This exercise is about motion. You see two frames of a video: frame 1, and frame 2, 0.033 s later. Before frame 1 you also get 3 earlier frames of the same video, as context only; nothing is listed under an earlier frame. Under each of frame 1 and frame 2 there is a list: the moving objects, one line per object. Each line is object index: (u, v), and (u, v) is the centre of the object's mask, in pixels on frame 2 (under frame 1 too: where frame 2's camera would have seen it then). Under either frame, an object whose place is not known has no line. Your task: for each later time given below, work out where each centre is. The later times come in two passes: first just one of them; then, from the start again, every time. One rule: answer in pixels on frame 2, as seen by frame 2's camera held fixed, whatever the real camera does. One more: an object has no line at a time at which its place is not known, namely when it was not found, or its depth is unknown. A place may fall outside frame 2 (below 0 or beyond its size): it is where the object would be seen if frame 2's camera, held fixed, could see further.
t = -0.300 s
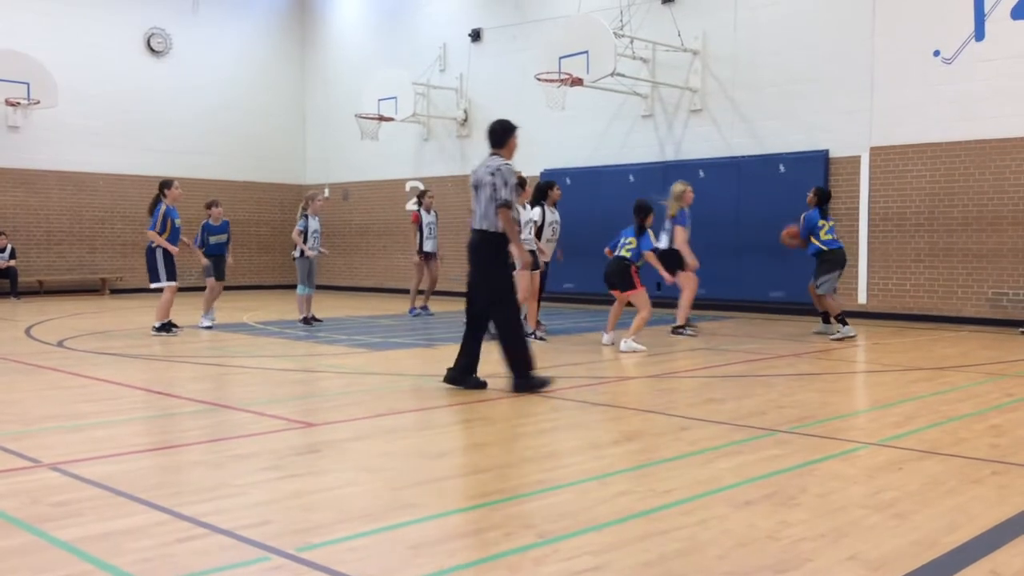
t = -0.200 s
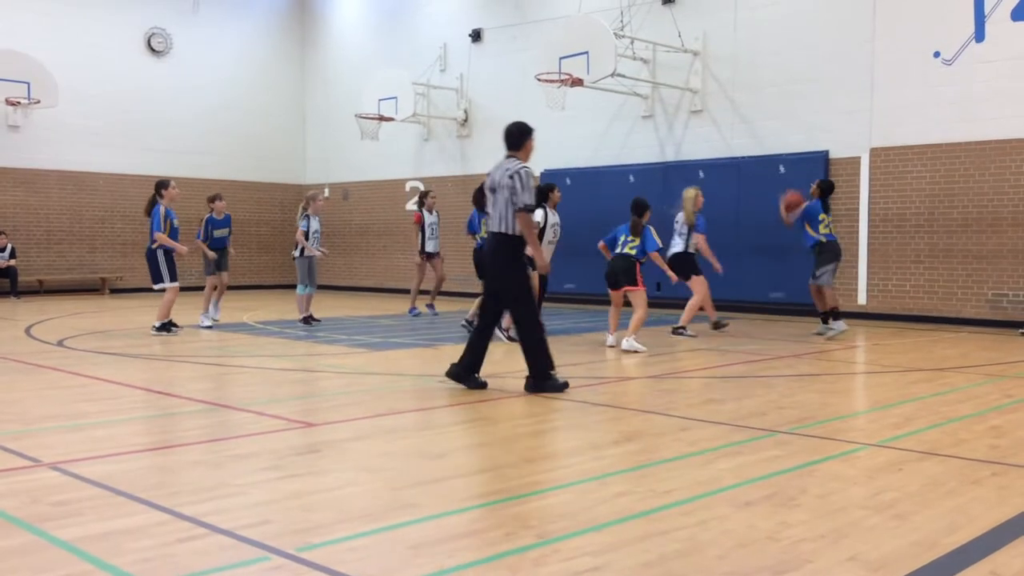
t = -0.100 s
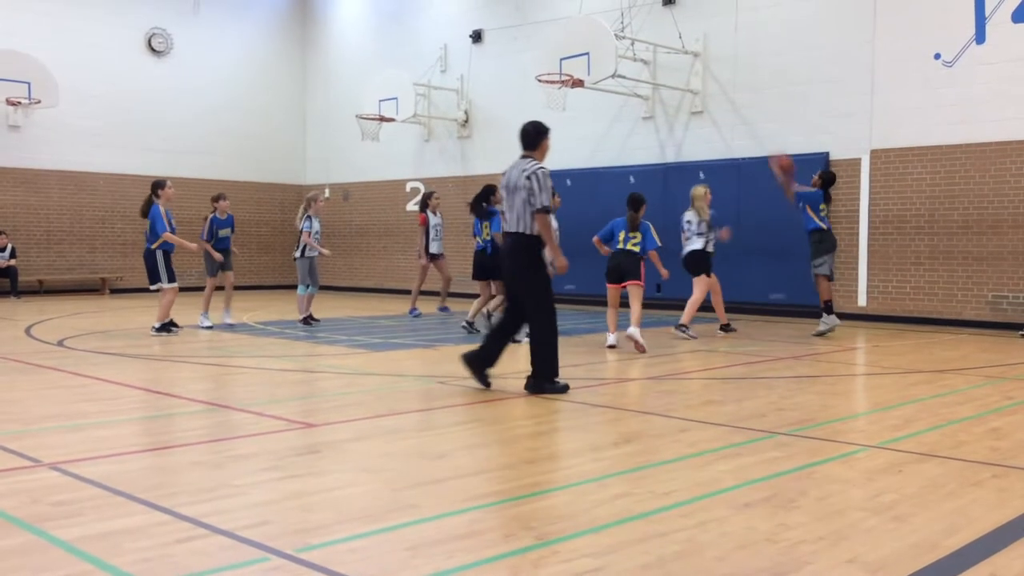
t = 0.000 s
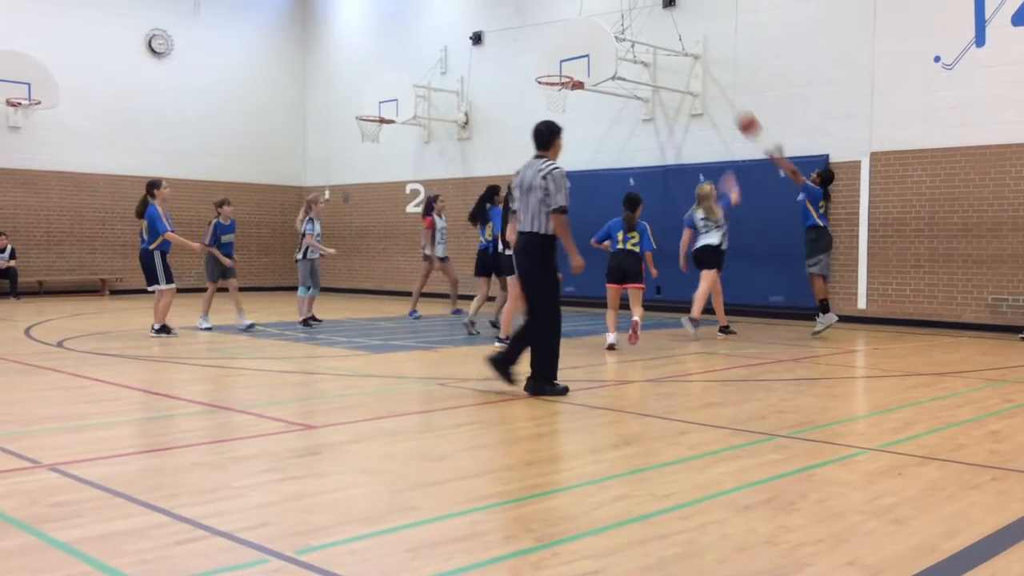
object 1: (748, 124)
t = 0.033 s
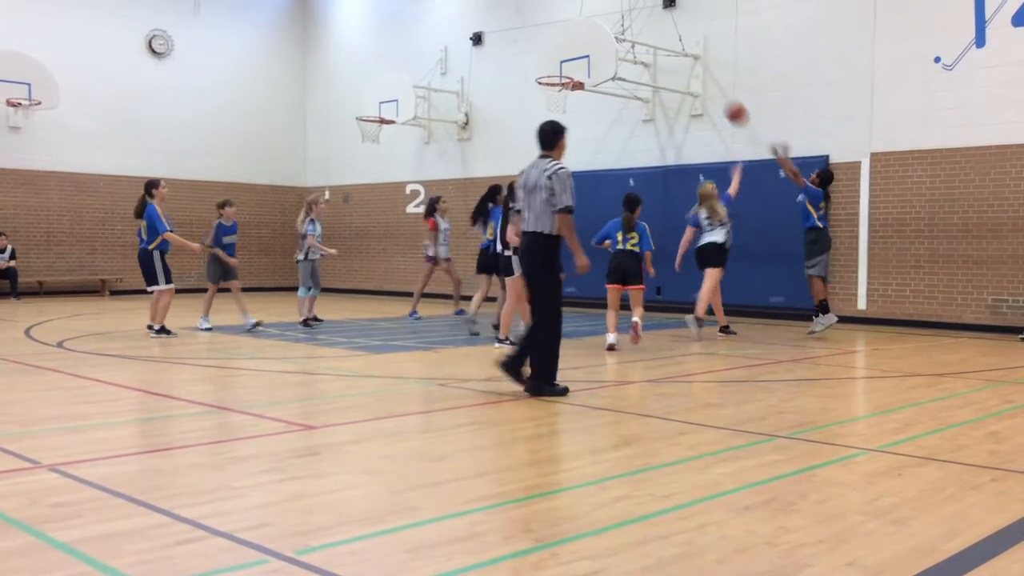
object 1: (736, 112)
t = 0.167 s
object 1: (689, 75)
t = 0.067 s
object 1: (724, 101)
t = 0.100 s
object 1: (712, 91)
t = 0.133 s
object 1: (701, 83)
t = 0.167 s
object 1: (689, 75)
